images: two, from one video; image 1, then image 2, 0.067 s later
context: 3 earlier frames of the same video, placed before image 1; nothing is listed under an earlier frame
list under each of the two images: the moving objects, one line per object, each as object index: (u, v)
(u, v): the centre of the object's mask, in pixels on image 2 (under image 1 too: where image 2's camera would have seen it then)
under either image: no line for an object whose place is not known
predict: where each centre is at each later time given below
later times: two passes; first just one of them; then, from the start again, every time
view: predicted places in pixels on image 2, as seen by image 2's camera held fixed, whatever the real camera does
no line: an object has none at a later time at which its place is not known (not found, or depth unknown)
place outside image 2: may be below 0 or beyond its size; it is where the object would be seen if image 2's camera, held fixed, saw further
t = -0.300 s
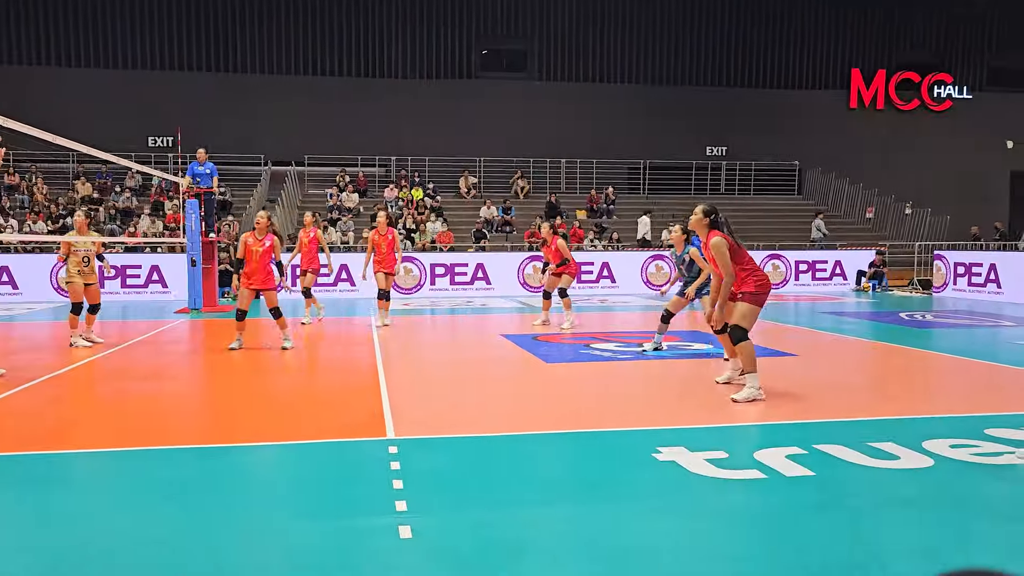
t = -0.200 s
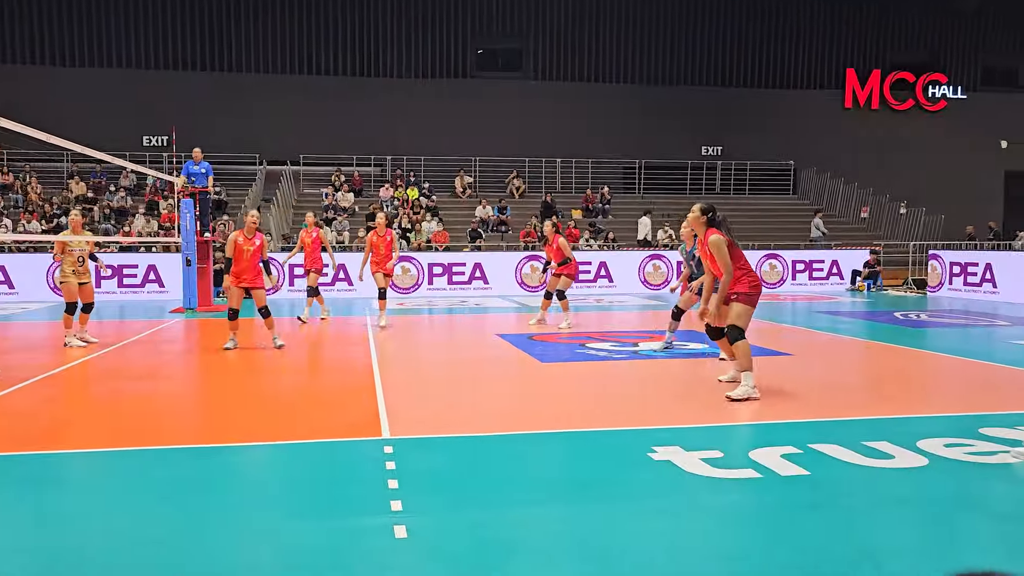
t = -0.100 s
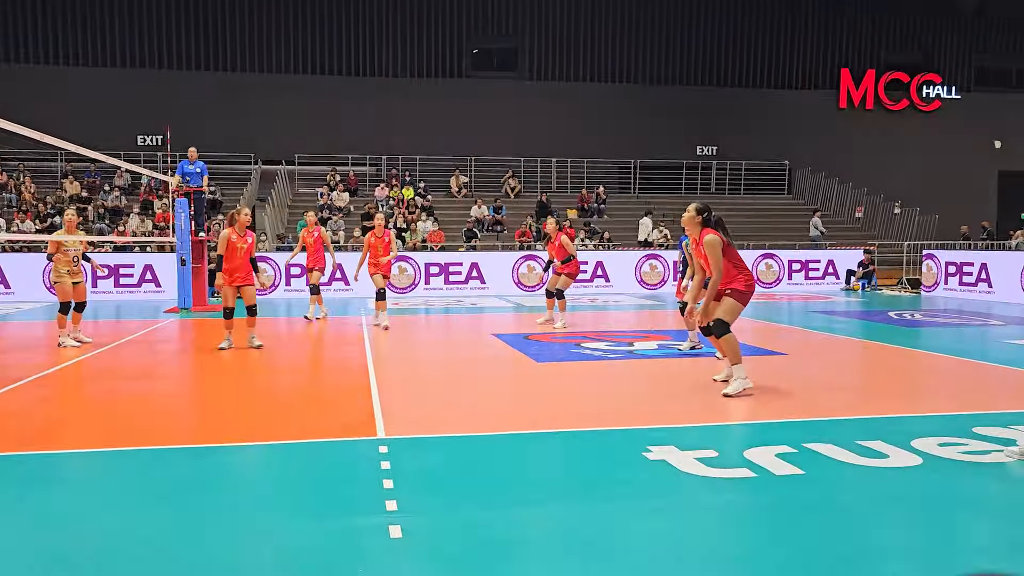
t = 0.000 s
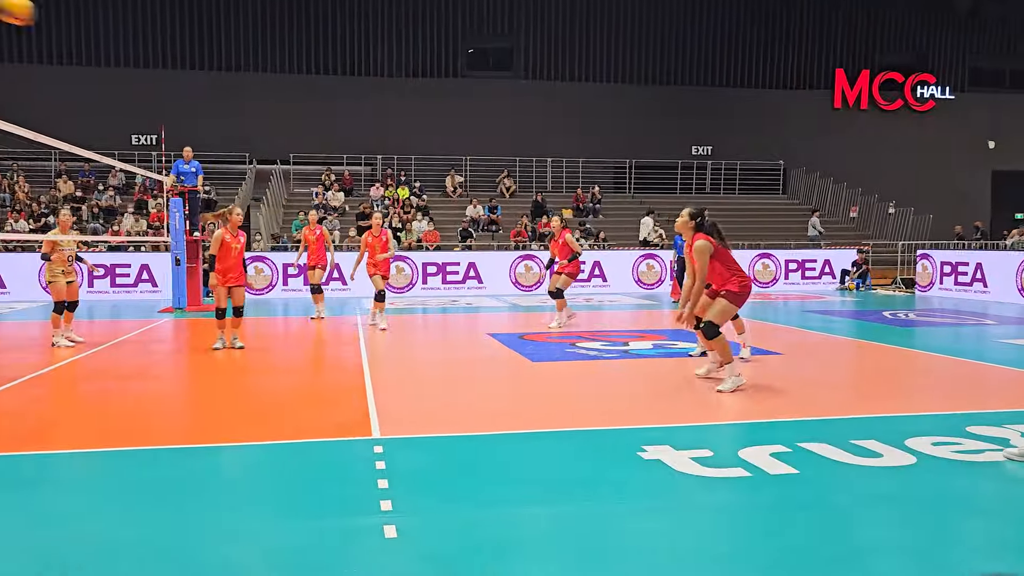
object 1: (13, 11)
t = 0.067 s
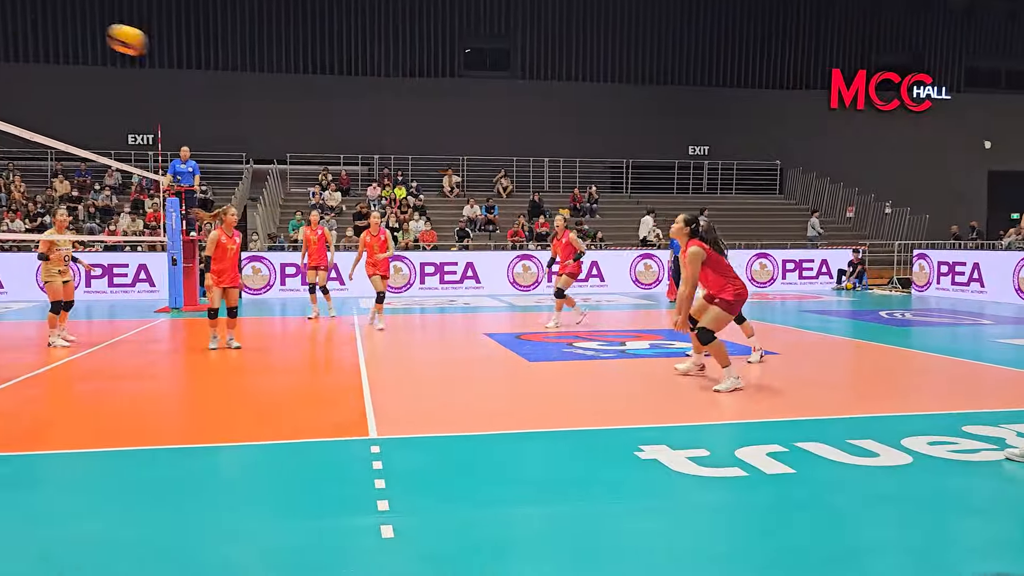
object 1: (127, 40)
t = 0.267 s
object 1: (441, 158)
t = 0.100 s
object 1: (182, 57)
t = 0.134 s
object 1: (237, 75)
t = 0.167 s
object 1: (290, 94)
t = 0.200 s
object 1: (342, 115)
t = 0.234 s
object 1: (392, 137)
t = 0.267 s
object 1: (441, 158)
